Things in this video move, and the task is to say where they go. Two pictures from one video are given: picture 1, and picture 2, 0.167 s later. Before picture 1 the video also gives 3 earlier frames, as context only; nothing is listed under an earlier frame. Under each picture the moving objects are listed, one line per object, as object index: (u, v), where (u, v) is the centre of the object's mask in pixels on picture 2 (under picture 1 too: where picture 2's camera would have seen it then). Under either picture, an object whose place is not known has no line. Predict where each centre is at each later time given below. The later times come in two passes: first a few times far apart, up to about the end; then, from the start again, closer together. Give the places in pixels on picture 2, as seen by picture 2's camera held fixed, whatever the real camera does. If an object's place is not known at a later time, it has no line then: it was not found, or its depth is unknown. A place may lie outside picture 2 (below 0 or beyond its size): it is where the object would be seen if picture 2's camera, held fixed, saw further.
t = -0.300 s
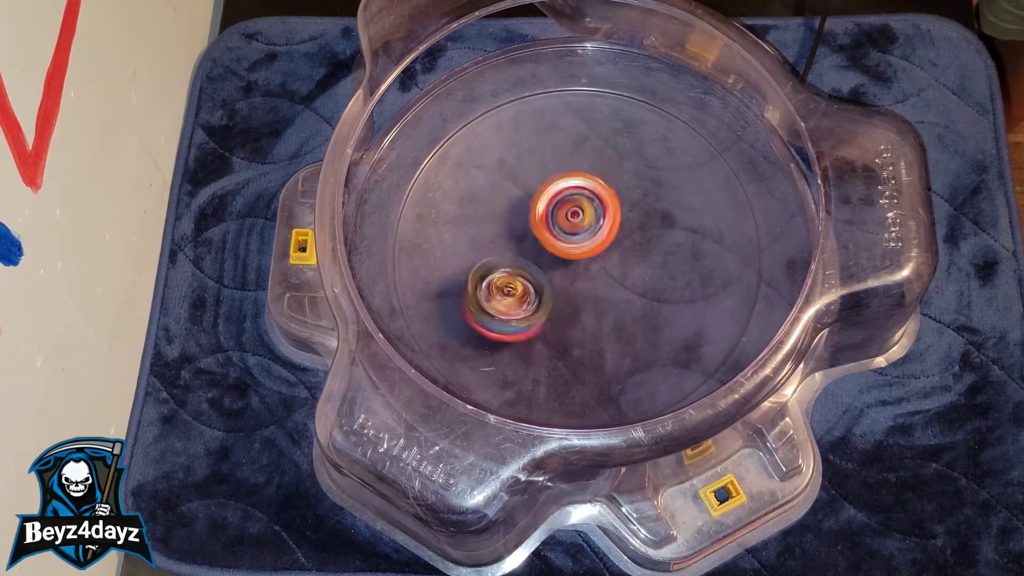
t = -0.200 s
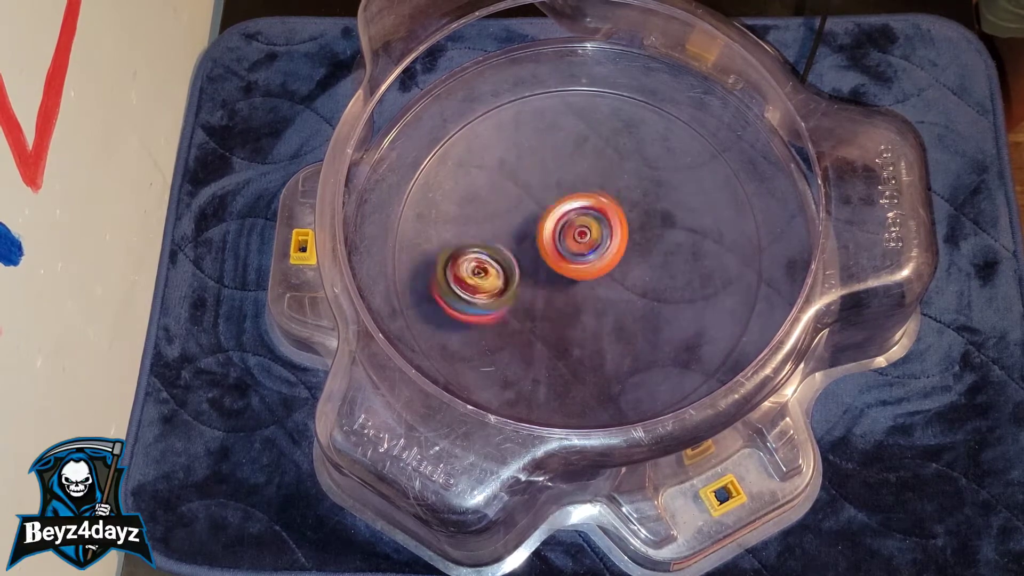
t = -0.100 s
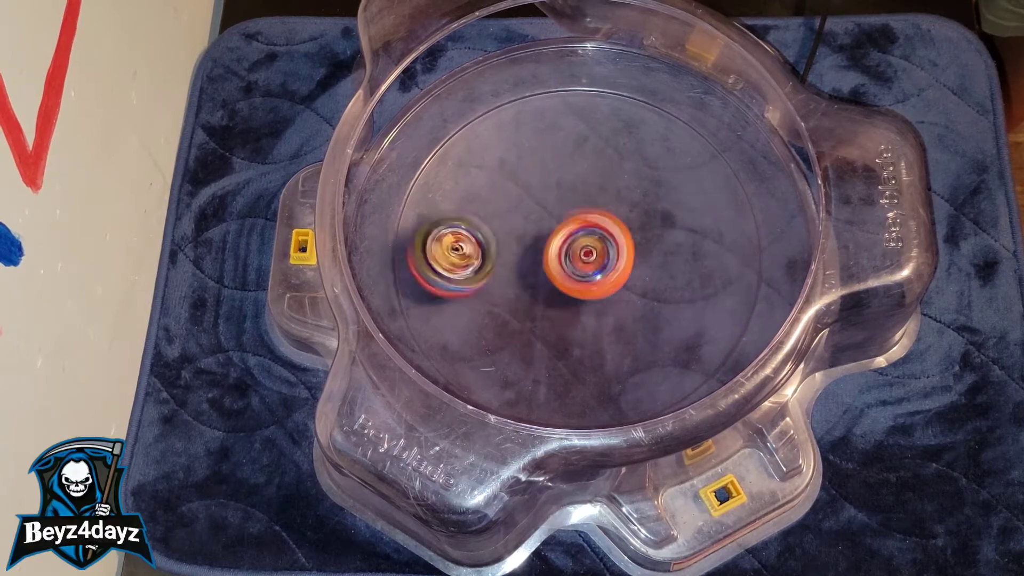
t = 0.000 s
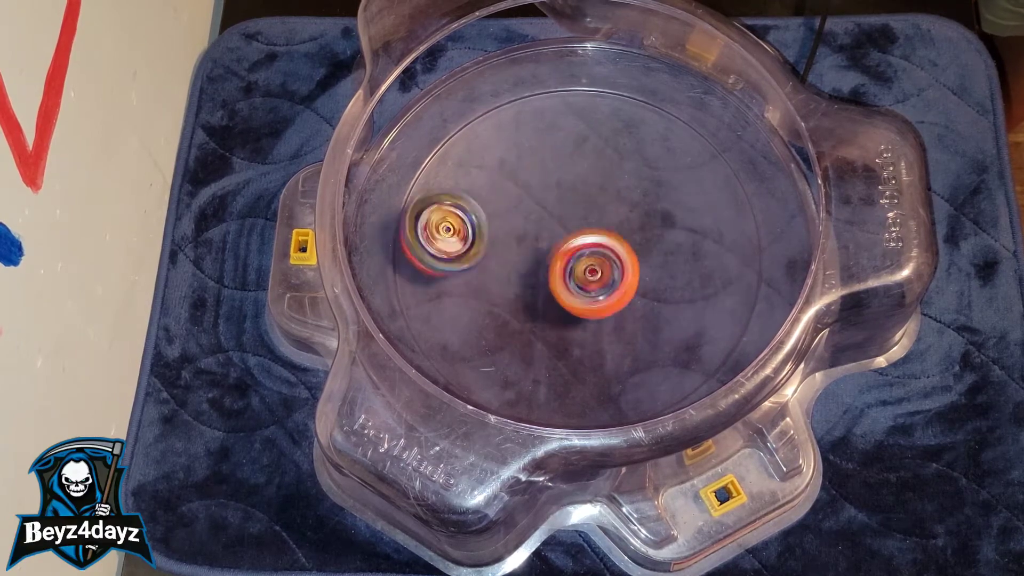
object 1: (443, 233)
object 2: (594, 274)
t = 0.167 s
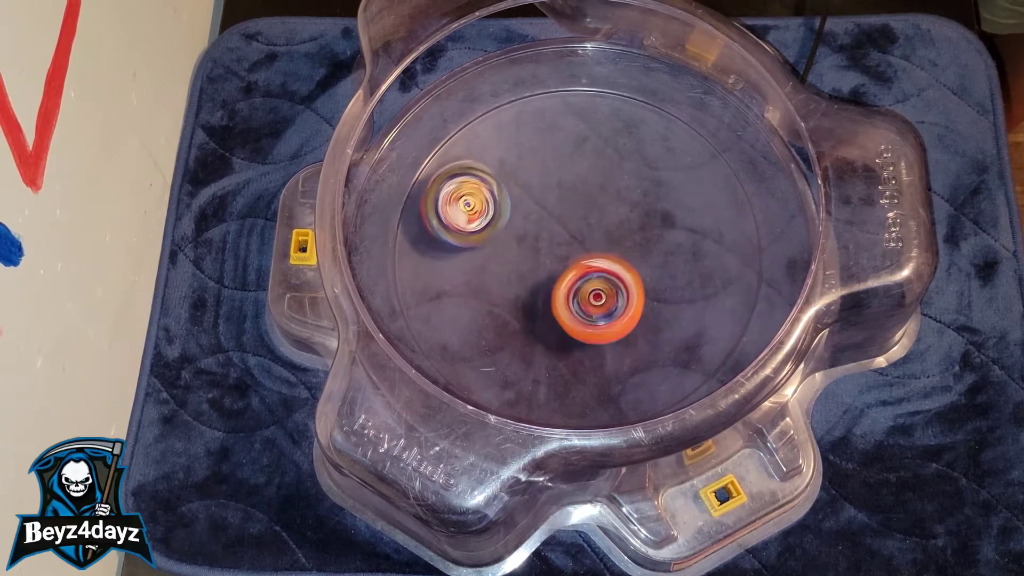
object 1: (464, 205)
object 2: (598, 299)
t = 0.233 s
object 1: (485, 194)
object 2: (598, 304)
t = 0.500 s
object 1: (582, 173)
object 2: (587, 287)
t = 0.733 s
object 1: (658, 203)
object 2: (565, 245)
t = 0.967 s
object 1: (691, 261)
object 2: (552, 204)
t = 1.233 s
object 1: (640, 317)
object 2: (547, 186)
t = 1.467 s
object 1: (556, 323)
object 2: (563, 211)
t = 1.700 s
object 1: (459, 298)
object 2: (611, 232)
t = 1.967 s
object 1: (471, 243)
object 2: (635, 260)
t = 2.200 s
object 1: (563, 199)
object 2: (613, 282)
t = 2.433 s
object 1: (607, 201)
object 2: (574, 276)
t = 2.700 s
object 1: (634, 247)
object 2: (534, 252)
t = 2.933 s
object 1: (614, 275)
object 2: (540, 224)
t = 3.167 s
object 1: (583, 296)
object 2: (565, 199)
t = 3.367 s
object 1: (573, 296)
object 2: (589, 205)
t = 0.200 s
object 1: (474, 198)
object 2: (599, 302)
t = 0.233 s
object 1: (485, 194)
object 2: (598, 304)
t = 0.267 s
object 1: (495, 187)
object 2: (599, 304)
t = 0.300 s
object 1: (508, 182)
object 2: (599, 303)
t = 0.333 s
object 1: (521, 179)
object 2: (598, 303)
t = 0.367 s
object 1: (534, 175)
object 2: (597, 302)
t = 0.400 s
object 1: (545, 175)
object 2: (594, 300)
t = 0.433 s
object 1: (557, 171)
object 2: (592, 296)
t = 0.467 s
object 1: (571, 172)
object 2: (591, 291)
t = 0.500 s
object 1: (582, 173)
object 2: (587, 287)
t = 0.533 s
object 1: (595, 174)
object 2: (584, 282)
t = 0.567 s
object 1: (606, 177)
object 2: (580, 275)
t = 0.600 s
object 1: (618, 181)
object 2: (578, 269)
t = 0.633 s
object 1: (630, 187)
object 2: (575, 263)
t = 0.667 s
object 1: (638, 191)
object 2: (571, 258)
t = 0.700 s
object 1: (649, 197)
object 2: (568, 252)
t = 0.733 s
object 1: (658, 203)
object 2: (565, 245)
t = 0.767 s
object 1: (666, 209)
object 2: (563, 239)
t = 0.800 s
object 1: (673, 219)
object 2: (561, 233)
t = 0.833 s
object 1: (679, 225)
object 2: (558, 227)
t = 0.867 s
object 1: (685, 235)
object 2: (557, 222)
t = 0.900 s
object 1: (688, 245)
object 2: (554, 215)
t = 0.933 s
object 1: (691, 252)
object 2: (553, 209)
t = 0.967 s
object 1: (691, 261)
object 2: (552, 204)
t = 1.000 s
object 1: (691, 268)
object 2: (550, 199)
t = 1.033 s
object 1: (687, 275)
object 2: (549, 195)
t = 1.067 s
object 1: (682, 285)
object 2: (548, 191)
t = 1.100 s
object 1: (677, 292)
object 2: (548, 188)
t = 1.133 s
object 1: (668, 300)
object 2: (549, 186)
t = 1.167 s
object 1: (661, 306)
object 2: (547, 186)
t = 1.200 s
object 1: (650, 311)
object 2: (547, 186)
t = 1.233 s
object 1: (640, 317)
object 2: (547, 186)
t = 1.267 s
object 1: (631, 322)
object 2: (549, 187)
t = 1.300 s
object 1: (617, 325)
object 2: (550, 188)
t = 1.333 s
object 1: (605, 328)
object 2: (552, 192)
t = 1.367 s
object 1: (591, 326)
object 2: (554, 196)
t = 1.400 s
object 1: (579, 327)
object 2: (556, 201)
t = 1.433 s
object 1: (568, 326)
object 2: (559, 206)
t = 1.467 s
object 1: (556, 323)
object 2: (563, 211)
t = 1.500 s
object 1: (544, 320)
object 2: (566, 217)
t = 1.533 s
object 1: (535, 314)
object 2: (569, 223)
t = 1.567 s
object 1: (525, 308)
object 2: (571, 229)
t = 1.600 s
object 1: (504, 307)
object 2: (582, 229)
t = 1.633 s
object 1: (484, 304)
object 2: (596, 227)
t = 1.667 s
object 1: (470, 302)
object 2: (606, 229)
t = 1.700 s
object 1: (459, 298)
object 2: (611, 232)
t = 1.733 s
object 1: (451, 293)
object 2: (615, 234)
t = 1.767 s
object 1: (450, 286)
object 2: (620, 236)
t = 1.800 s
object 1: (447, 279)
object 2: (625, 240)
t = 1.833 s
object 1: (447, 271)
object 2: (628, 244)
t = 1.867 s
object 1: (451, 263)
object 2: (631, 248)
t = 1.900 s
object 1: (456, 256)
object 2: (633, 252)
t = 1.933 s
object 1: (462, 249)
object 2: (635, 256)
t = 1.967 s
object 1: (471, 243)
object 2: (635, 260)
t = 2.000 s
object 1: (481, 235)
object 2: (634, 265)
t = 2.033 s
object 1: (493, 229)
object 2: (632, 268)
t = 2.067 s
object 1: (506, 225)
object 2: (630, 272)
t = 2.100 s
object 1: (522, 214)
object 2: (627, 275)
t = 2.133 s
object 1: (536, 208)
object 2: (623, 278)
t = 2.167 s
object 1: (548, 203)
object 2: (619, 280)
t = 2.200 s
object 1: (563, 199)
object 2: (613, 282)
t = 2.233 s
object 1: (575, 197)
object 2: (608, 282)
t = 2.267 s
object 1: (586, 196)
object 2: (602, 283)
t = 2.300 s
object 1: (593, 195)
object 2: (597, 282)
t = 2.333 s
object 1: (598, 198)
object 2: (591, 282)
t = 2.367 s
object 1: (600, 198)
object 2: (586, 280)
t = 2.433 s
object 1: (607, 201)
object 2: (574, 276)
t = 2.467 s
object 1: (610, 204)
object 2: (565, 273)
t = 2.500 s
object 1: (618, 208)
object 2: (558, 271)
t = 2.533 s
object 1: (621, 217)
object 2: (550, 267)
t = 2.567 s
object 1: (626, 222)
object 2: (545, 265)
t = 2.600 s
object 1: (628, 229)
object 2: (542, 262)
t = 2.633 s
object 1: (631, 237)
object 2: (539, 260)
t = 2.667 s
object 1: (632, 242)
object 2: (535, 256)
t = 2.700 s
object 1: (634, 247)
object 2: (534, 252)
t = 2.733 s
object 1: (632, 254)
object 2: (532, 248)
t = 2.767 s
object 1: (630, 258)
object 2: (532, 244)
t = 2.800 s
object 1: (627, 262)
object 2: (532, 239)
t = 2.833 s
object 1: (625, 267)
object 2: (533, 235)
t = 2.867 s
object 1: (620, 270)
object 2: (535, 231)
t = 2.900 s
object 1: (620, 273)
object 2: (538, 227)
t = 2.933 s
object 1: (614, 275)
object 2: (540, 224)
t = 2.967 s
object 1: (610, 278)
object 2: (544, 219)
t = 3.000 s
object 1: (607, 283)
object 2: (547, 212)
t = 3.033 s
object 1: (601, 289)
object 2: (550, 206)
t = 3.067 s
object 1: (596, 291)
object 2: (554, 202)
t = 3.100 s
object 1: (592, 294)
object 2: (559, 200)
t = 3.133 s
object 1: (587, 296)
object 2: (561, 200)
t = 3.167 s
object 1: (583, 296)
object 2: (565, 199)
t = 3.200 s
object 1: (580, 295)
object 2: (568, 200)
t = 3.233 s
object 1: (579, 294)
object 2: (572, 201)
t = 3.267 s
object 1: (578, 294)
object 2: (576, 204)
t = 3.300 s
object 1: (576, 293)
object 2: (579, 205)
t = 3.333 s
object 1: (573, 295)
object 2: (586, 205)
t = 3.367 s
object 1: (573, 296)
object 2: (589, 205)
